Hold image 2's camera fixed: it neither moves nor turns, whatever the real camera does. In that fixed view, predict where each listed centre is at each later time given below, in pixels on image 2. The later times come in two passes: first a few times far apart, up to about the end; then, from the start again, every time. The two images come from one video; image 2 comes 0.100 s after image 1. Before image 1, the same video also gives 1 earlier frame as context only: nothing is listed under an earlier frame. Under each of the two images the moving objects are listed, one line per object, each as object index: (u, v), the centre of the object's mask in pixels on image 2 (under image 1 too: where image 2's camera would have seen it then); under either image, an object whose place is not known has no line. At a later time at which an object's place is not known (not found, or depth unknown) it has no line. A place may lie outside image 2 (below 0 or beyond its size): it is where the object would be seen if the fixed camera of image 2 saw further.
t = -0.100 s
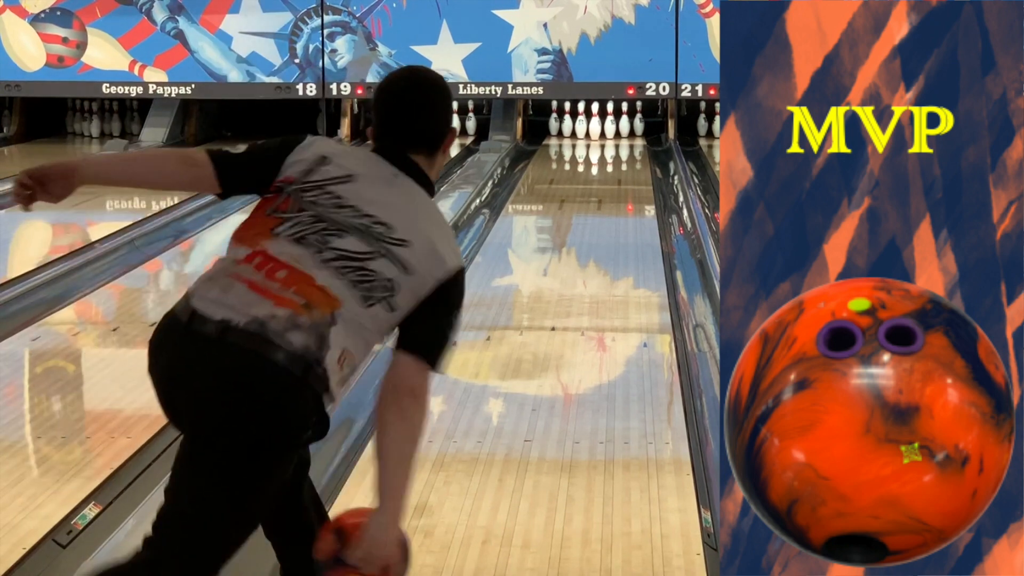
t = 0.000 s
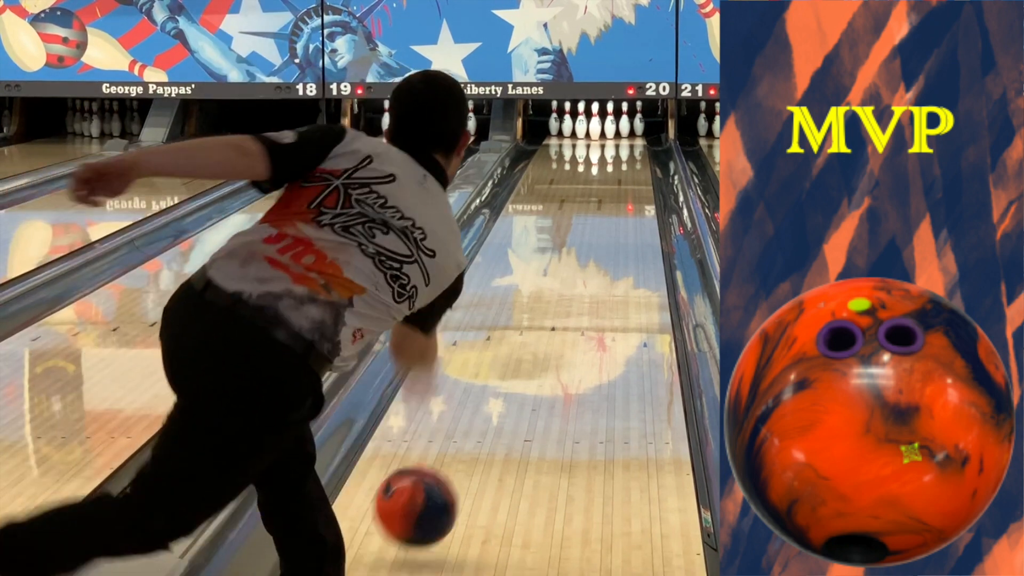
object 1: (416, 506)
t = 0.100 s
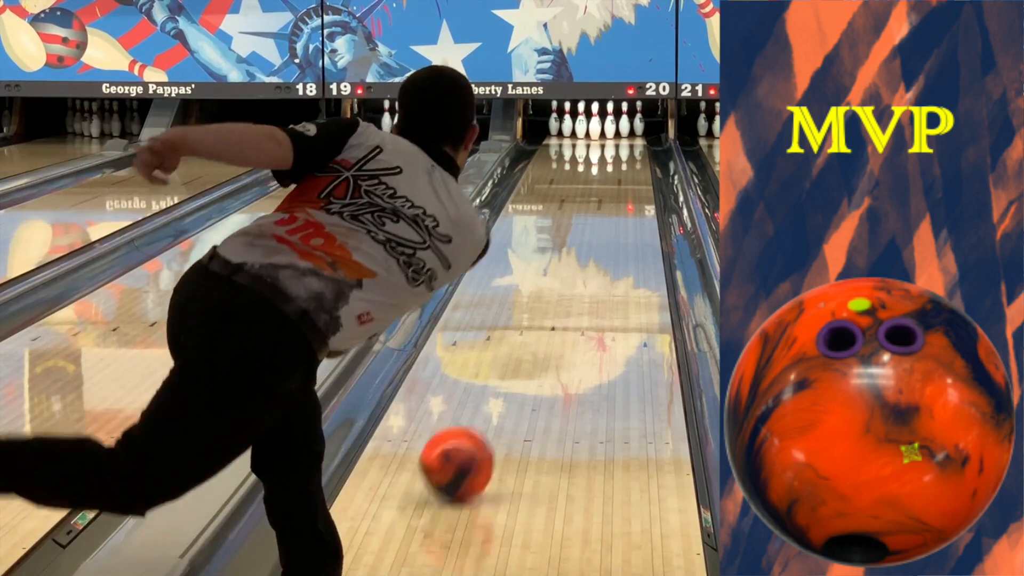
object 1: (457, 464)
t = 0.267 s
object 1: (508, 390)
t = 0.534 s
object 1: (564, 308)
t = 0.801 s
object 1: (594, 257)
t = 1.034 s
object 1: (614, 224)
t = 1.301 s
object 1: (630, 196)
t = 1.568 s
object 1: (639, 174)
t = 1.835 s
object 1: (639, 157)
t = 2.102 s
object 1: (628, 144)
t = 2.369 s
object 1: (609, 134)
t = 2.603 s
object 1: (600, 128)
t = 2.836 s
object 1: (594, 125)
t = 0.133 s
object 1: (469, 446)
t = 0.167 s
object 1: (479, 432)
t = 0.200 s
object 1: (490, 417)
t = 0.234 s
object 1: (499, 404)
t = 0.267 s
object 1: (508, 390)
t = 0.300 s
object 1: (516, 378)
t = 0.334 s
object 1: (524, 366)
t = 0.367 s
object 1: (531, 356)
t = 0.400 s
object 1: (538, 346)
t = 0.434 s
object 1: (544, 336)
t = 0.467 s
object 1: (550, 327)
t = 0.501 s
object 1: (557, 326)
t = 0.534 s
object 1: (564, 308)
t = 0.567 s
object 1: (566, 303)
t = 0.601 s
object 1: (571, 296)
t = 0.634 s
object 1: (575, 289)
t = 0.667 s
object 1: (579, 282)
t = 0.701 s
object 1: (583, 275)
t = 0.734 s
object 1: (587, 268)
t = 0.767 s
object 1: (591, 263)
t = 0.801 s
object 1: (594, 257)
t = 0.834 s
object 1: (598, 252)
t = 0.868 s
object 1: (600, 247)
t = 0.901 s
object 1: (603, 242)
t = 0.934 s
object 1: (606, 237)
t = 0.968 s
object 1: (609, 233)
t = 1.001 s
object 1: (611, 228)
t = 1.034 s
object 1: (614, 224)
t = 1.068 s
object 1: (616, 220)
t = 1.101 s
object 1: (618, 216)
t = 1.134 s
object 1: (621, 213)
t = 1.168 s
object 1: (622, 209)
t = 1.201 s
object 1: (625, 206)
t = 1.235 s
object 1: (626, 202)
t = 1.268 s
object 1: (628, 199)
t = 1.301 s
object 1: (630, 196)
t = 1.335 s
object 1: (631, 192)
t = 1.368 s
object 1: (632, 189)
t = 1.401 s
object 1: (633, 187)
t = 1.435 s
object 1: (635, 184)
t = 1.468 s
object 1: (636, 182)
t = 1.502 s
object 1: (637, 179)
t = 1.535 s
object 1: (638, 176)
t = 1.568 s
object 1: (639, 174)
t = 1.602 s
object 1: (640, 171)
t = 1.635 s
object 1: (640, 169)
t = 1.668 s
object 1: (640, 166)
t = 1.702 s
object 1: (640, 165)
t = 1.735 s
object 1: (641, 162)
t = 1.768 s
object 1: (640, 160)
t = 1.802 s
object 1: (640, 158)
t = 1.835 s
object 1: (639, 157)
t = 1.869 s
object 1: (639, 155)
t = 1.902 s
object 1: (638, 153)
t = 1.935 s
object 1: (637, 151)
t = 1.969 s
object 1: (636, 150)
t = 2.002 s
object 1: (634, 148)
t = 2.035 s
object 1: (632, 147)
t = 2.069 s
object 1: (630, 146)
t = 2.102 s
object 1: (628, 144)
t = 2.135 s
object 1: (625, 143)
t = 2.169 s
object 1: (623, 141)
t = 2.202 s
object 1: (621, 140)
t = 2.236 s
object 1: (618, 139)
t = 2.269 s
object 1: (616, 138)
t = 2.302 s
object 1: (613, 137)
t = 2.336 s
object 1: (611, 136)
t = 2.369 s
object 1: (609, 134)
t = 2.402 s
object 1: (606, 133)
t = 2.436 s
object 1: (605, 132)
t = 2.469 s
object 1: (602, 131)
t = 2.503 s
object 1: (602, 130)
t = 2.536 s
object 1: (602, 130)
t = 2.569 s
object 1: (601, 128)
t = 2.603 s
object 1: (600, 128)
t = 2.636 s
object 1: (600, 128)
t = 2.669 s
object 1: (600, 127)
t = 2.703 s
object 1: (599, 126)
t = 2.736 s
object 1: (598, 126)
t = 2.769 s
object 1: (597, 126)
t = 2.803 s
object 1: (595, 125)
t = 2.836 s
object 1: (594, 125)
